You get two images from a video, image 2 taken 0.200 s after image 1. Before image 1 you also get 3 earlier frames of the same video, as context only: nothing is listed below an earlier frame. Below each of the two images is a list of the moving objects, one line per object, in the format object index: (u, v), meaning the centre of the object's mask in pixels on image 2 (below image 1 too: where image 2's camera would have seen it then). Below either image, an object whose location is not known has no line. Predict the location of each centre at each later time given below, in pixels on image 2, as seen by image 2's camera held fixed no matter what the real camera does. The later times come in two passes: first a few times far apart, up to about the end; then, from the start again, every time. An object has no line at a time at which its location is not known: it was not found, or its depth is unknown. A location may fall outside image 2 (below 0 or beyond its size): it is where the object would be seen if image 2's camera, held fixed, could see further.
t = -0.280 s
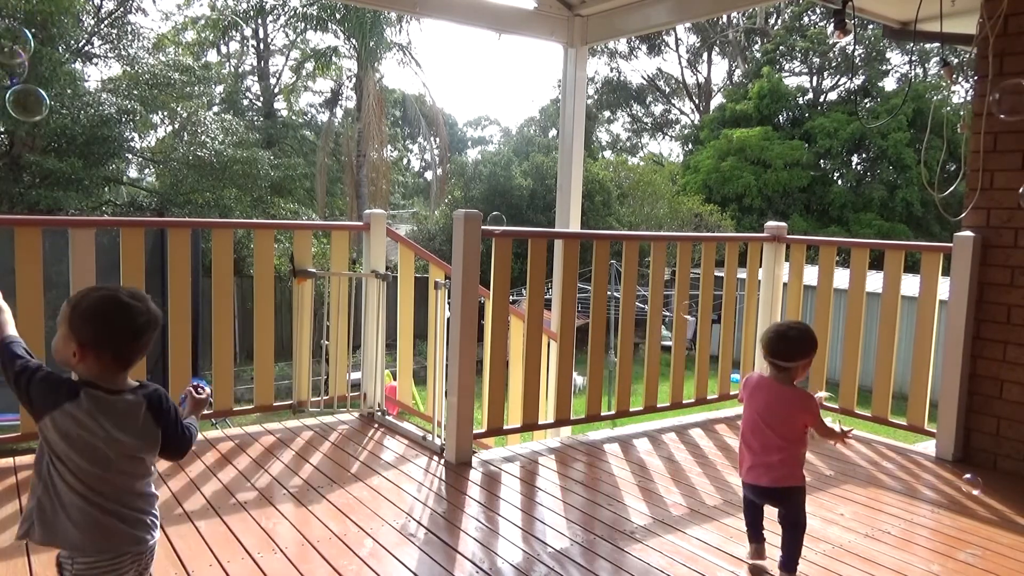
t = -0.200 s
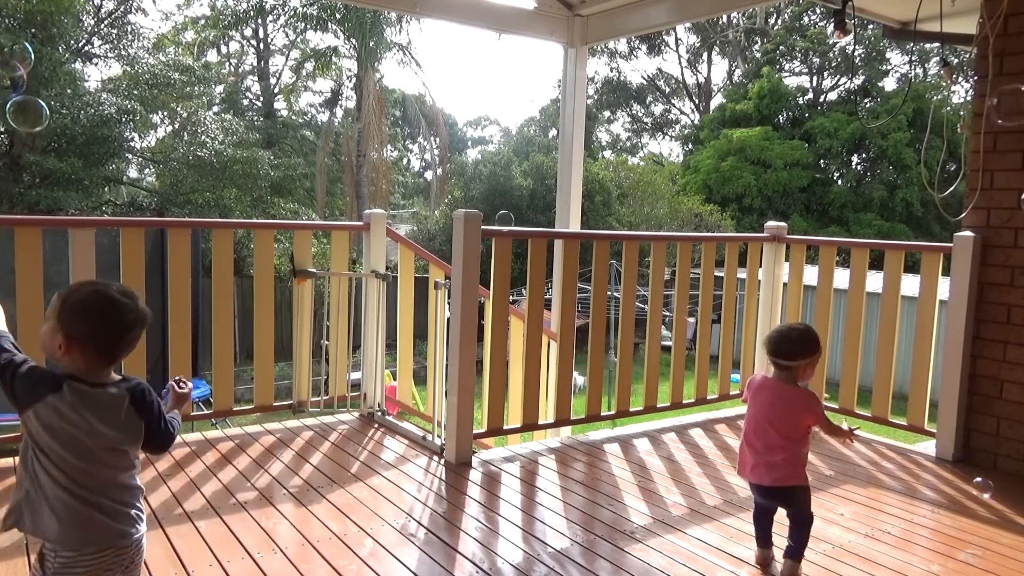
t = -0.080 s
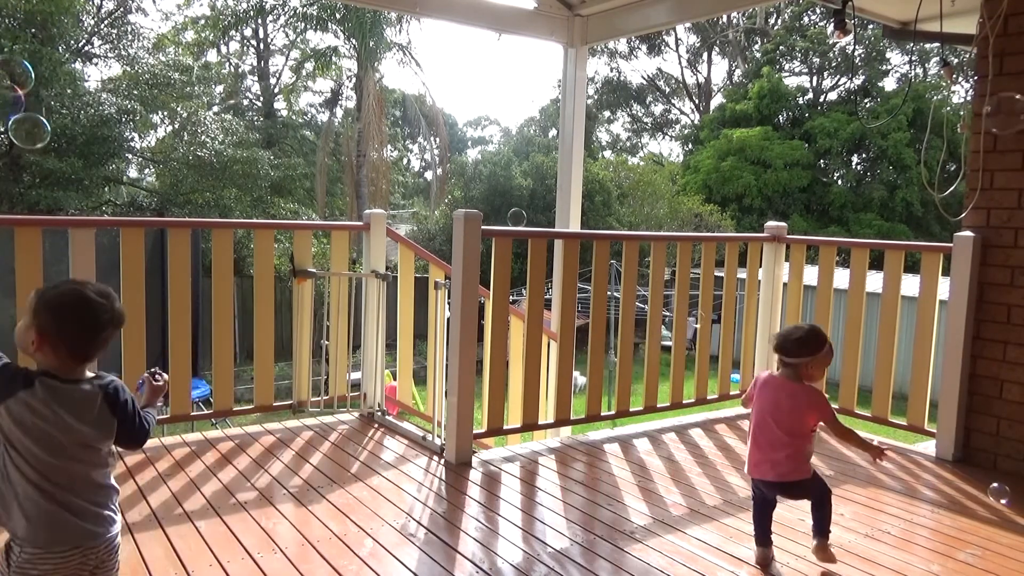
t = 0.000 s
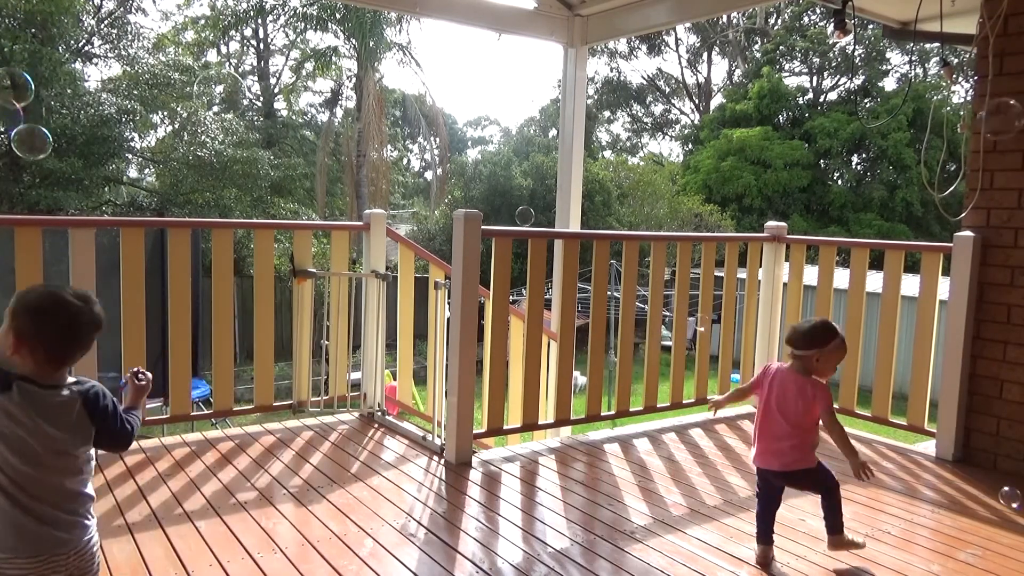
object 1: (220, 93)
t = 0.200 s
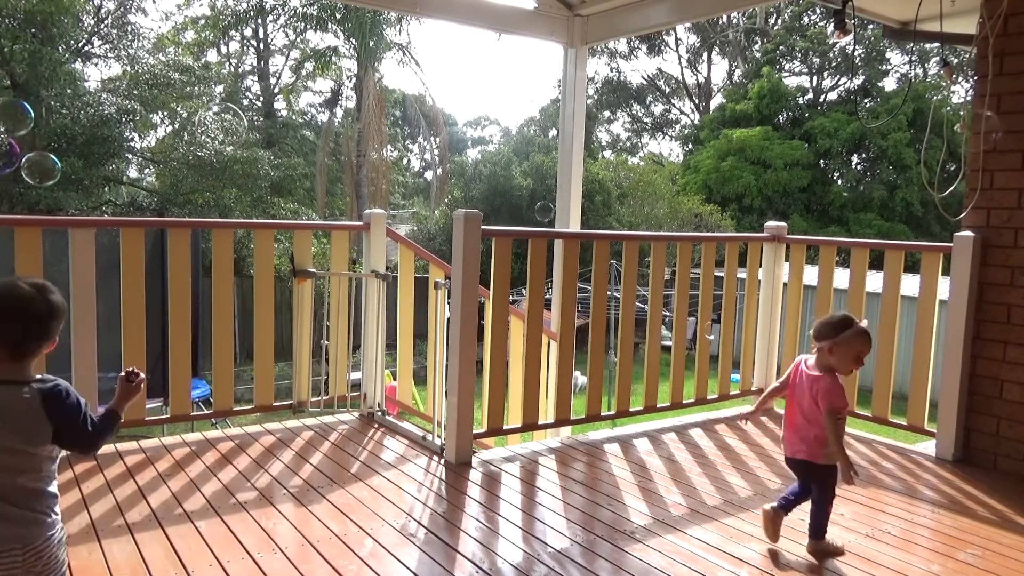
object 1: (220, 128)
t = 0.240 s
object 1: (221, 134)
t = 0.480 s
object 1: (226, 168)
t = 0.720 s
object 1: (233, 197)
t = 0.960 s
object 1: (244, 226)
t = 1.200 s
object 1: (257, 250)
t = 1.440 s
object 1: (276, 273)
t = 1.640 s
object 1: (291, 289)
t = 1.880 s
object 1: (306, 309)
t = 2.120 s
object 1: (320, 327)
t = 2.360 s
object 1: (332, 345)
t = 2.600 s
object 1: (346, 359)
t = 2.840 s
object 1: (362, 373)
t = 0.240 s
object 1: (221, 134)
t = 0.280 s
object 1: (221, 139)
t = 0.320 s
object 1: (222, 144)
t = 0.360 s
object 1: (224, 152)
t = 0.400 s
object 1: (224, 157)
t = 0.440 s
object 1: (225, 163)
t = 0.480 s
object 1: (226, 168)
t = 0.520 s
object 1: (228, 174)
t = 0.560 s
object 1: (228, 178)
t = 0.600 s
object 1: (229, 183)
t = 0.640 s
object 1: (230, 189)
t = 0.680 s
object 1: (232, 194)
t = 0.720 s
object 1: (233, 197)
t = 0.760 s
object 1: (234, 203)
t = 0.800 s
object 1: (236, 207)
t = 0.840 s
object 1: (238, 212)
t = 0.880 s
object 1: (239, 217)
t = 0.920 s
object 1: (241, 221)
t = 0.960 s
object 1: (244, 226)
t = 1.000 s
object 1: (246, 230)
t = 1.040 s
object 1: (249, 235)
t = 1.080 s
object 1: (251, 239)
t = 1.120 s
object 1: (253, 243)
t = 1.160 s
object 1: (255, 247)
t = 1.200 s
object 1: (257, 250)
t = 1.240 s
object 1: (260, 254)
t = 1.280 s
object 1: (265, 258)
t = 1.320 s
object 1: (268, 262)
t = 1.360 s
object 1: (271, 265)
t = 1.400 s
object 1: (274, 269)
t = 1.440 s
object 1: (276, 273)
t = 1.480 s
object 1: (280, 276)
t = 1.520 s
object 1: (283, 279)
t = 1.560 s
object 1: (286, 283)
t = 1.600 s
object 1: (287, 285)
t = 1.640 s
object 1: (291, 289)
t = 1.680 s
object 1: (294, 292)
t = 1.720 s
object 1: (297, 296)
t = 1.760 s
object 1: (300, 299)
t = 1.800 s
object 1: (302, 302)
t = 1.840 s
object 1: (303, 305)
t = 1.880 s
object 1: (306, 309)
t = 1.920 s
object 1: (308, 312)
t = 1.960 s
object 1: (310, 315)
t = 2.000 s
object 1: (312, 318)
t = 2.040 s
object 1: (313, 321)
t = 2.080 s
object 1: (317, 324)
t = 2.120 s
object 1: (320, 327)
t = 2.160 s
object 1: (321, 330)
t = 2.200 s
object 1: (323, 333)
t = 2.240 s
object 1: (326, 336)
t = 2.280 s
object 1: (329, 340)
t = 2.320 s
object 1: (331, 342)
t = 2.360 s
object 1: (332, 345)
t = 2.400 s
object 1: (335, 348)
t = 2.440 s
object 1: (337, 351)
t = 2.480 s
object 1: (340, 353)
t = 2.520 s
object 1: (341, 355)
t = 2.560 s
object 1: (342, 357)
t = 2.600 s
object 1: (346, 359)
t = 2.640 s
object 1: (349, 362)
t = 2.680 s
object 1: (353, 365)
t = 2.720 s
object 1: (355, 367)
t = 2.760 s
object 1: (358, 370)
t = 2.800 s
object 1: (359, 371)
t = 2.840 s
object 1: (362, 373)
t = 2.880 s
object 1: (365, 376)
